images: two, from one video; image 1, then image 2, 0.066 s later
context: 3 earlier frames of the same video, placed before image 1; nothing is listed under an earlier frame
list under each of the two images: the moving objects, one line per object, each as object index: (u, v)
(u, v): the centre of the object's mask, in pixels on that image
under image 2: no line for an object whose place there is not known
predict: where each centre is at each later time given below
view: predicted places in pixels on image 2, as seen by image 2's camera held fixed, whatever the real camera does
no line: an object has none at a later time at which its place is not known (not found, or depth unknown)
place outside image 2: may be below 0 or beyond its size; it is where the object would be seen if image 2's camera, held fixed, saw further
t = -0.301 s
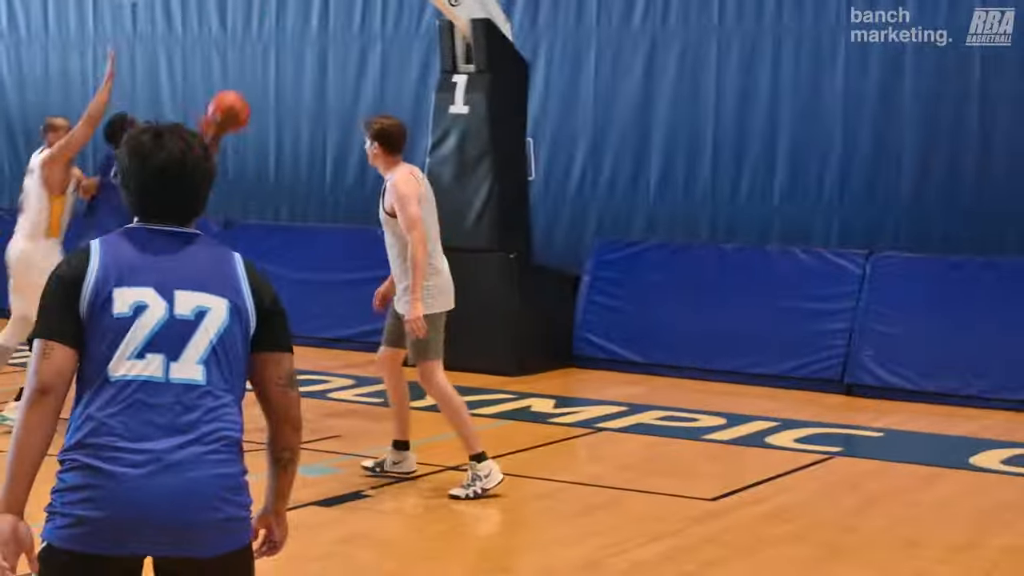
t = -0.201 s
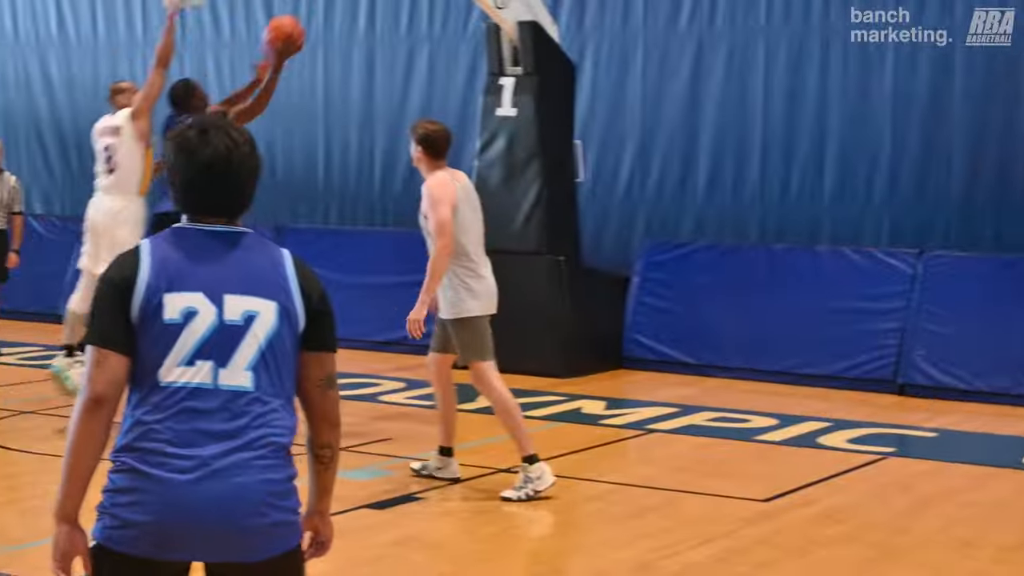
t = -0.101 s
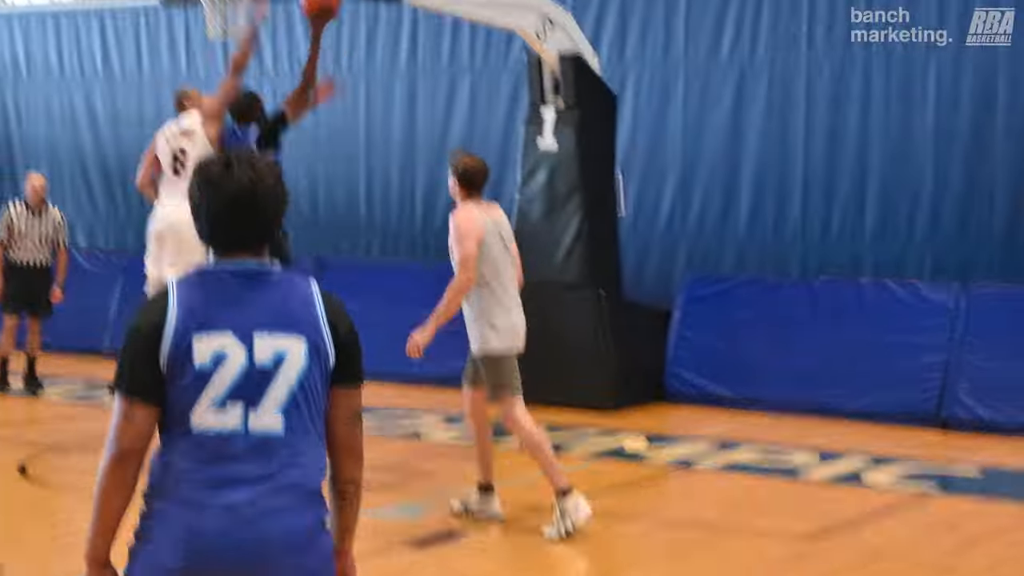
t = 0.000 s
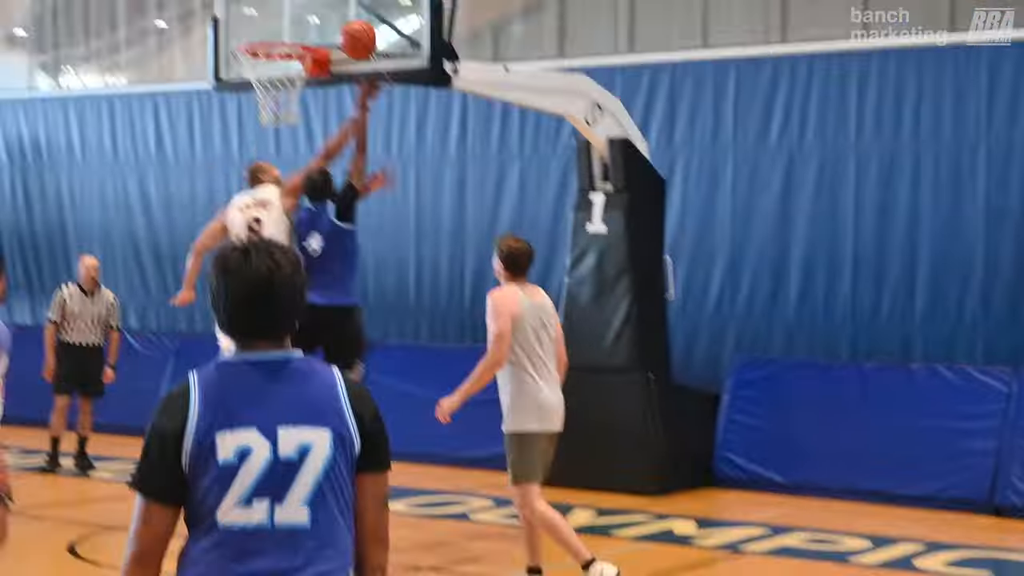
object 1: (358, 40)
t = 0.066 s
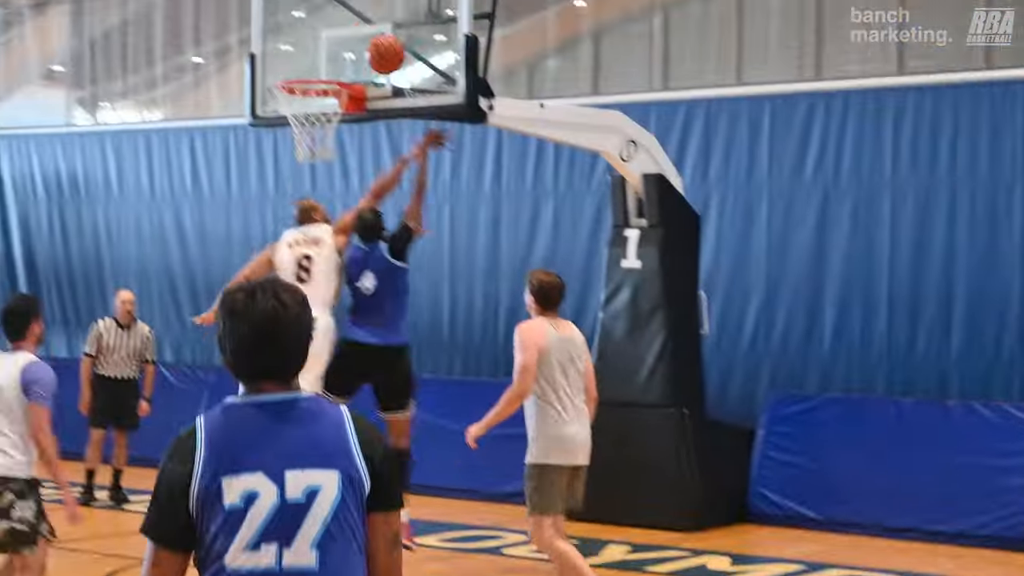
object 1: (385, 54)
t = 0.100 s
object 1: (382, 46)
